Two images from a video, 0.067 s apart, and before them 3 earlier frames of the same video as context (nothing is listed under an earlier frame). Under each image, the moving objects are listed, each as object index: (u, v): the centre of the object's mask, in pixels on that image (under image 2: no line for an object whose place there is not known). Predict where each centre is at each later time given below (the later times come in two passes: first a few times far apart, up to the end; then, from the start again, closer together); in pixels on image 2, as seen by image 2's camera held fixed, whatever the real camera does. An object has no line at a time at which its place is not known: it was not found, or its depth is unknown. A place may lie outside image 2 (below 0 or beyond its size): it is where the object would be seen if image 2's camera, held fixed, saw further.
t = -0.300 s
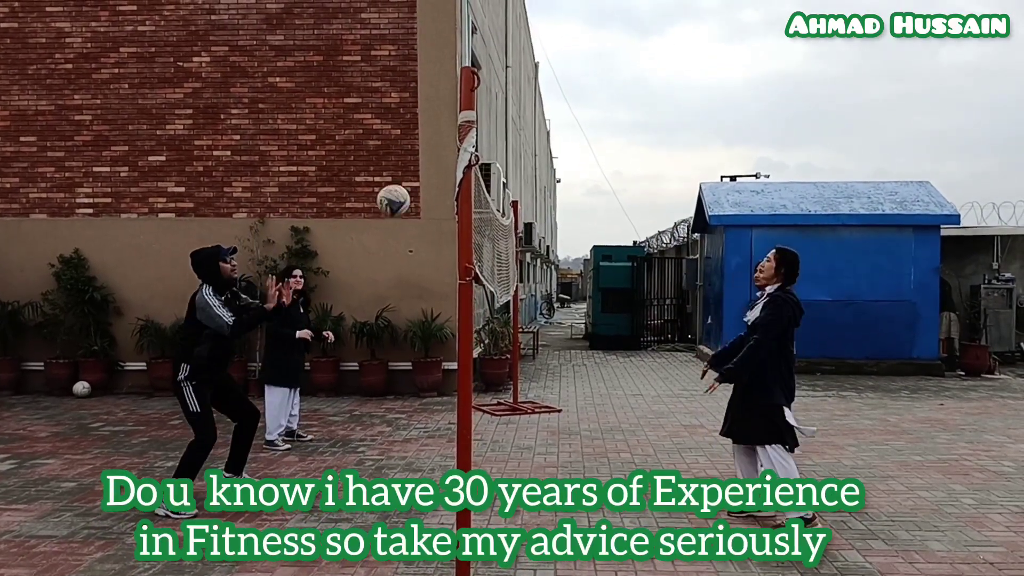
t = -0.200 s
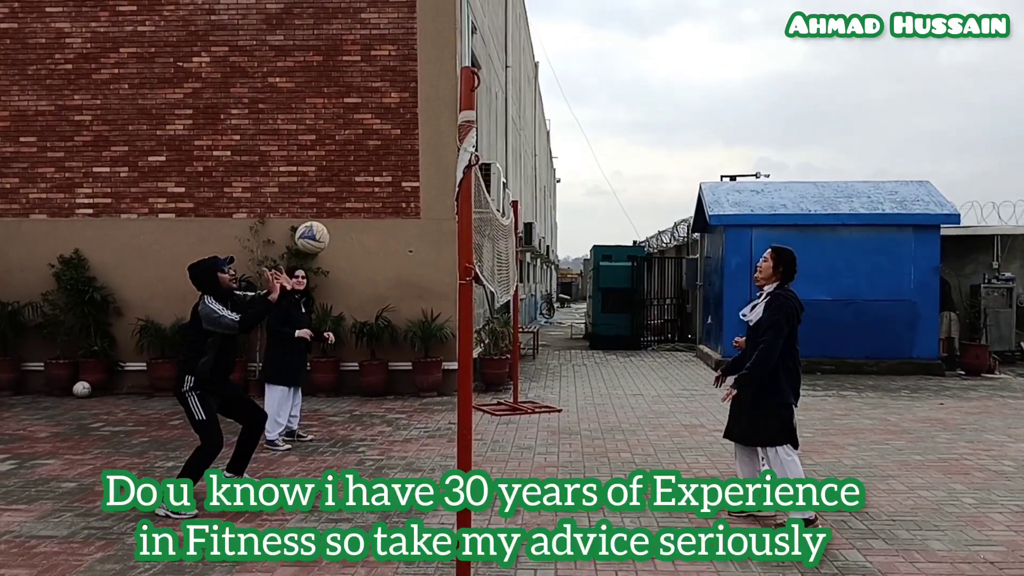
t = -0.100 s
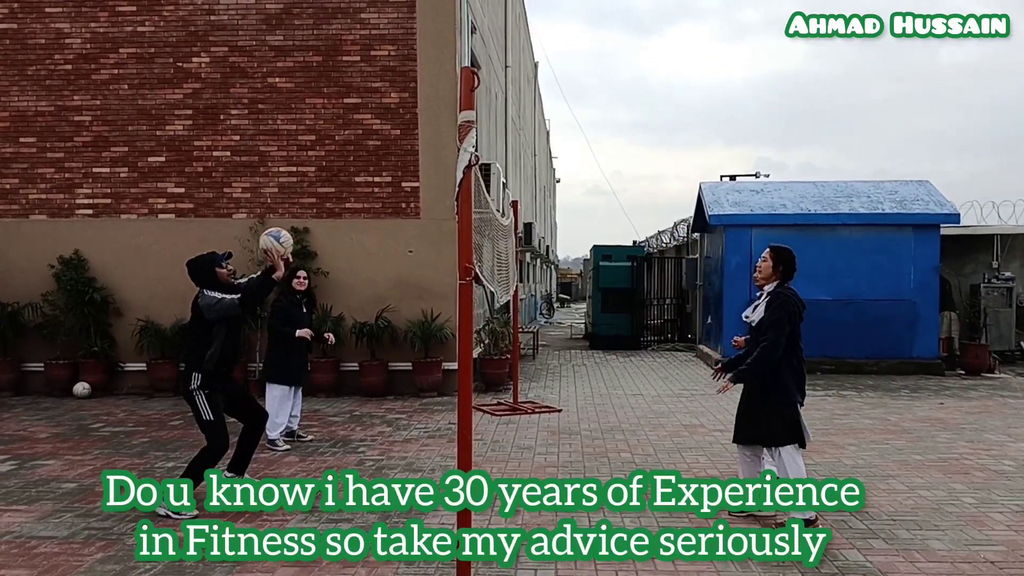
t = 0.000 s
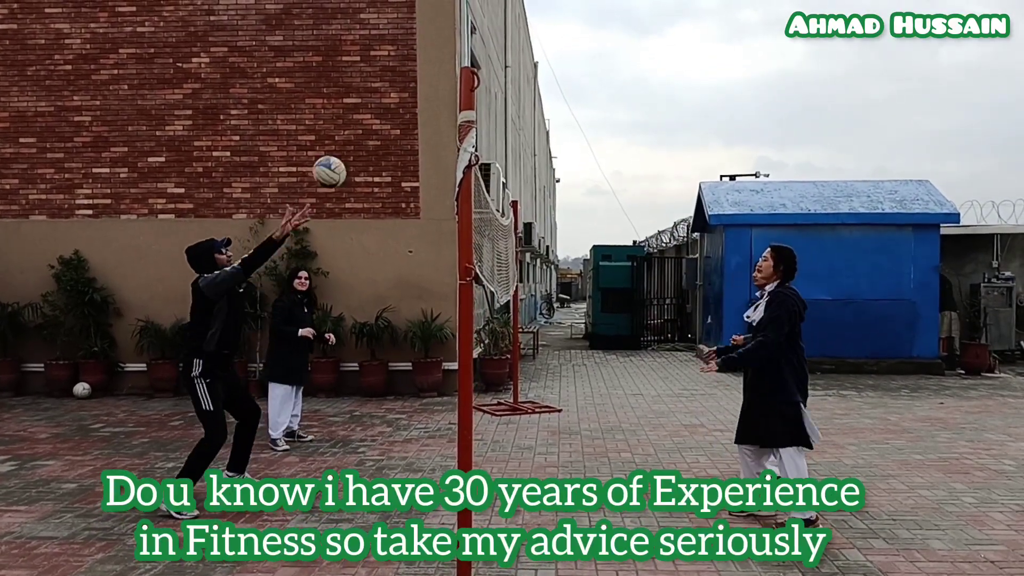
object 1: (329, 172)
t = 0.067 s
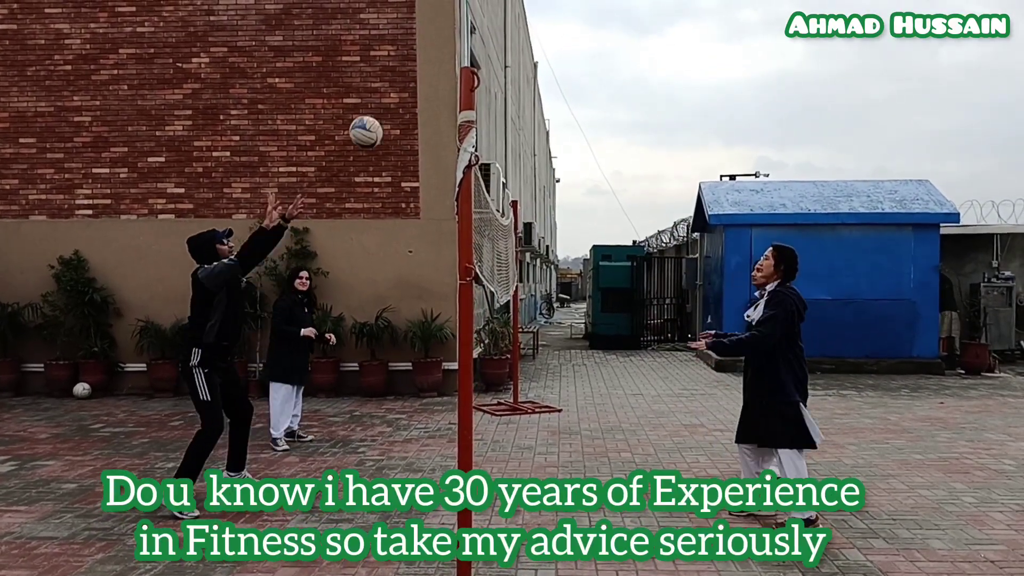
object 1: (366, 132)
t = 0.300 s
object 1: (494, 47)
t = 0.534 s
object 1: (623, 47)
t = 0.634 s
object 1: (678, 74)
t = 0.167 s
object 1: (421, 85)
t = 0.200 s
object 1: (439, 73)
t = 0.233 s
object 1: (456, 61)
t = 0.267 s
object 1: (476, 54)
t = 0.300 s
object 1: (494, 47)
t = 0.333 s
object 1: (513, 42)
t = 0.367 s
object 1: (531, 39)
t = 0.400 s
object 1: (549, 37)
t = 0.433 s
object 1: (568, 37)
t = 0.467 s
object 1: (586, 39)
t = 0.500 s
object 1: (605, 42)
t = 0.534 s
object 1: (623, 47)
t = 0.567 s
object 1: (641, 55)
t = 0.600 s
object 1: (660, 63)
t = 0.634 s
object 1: (678, 74)
